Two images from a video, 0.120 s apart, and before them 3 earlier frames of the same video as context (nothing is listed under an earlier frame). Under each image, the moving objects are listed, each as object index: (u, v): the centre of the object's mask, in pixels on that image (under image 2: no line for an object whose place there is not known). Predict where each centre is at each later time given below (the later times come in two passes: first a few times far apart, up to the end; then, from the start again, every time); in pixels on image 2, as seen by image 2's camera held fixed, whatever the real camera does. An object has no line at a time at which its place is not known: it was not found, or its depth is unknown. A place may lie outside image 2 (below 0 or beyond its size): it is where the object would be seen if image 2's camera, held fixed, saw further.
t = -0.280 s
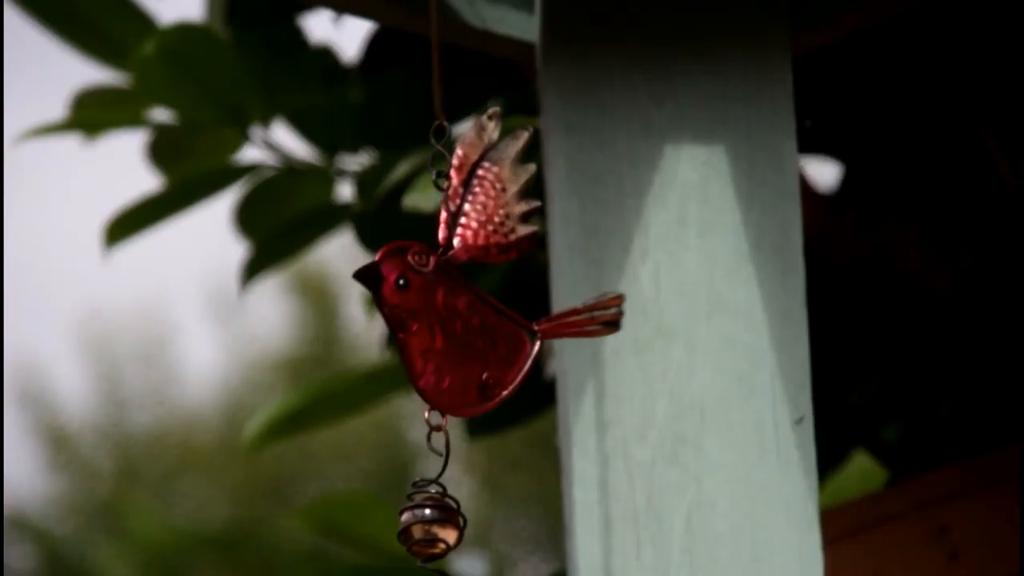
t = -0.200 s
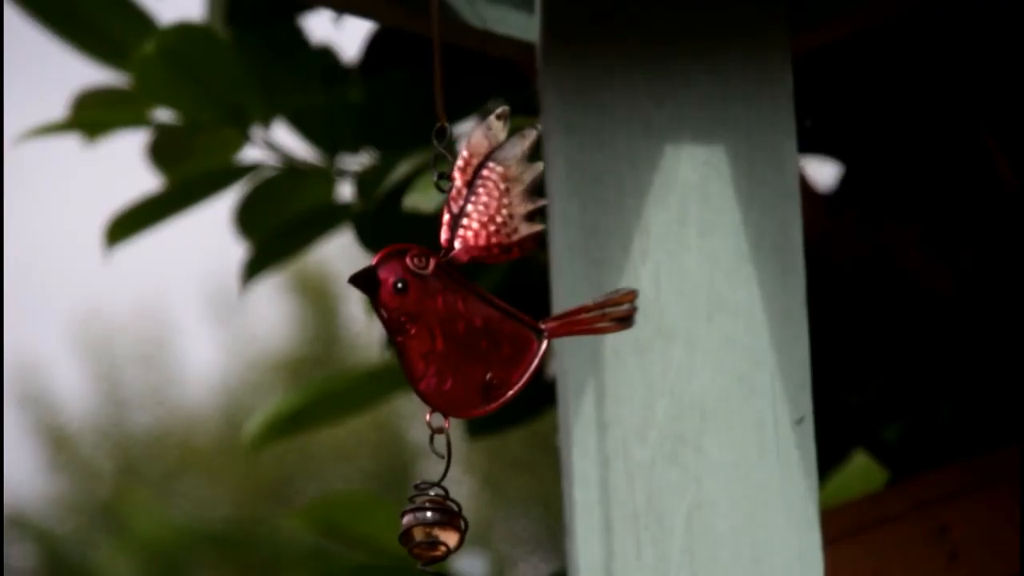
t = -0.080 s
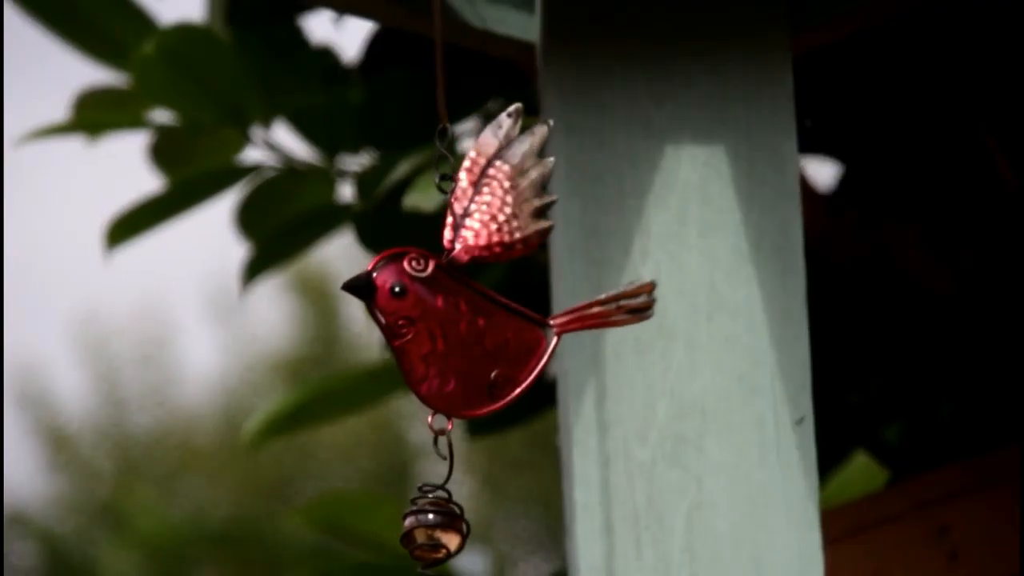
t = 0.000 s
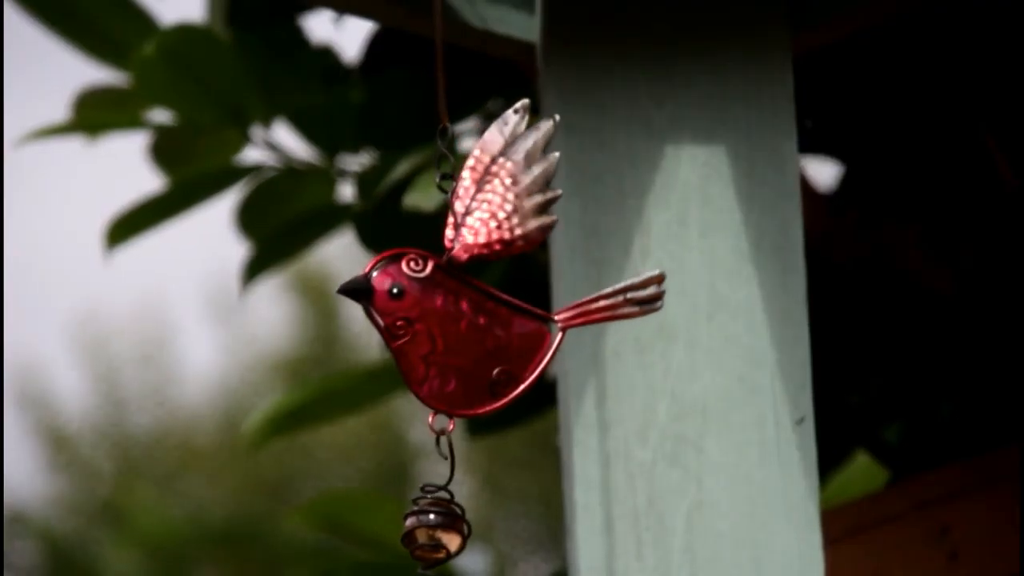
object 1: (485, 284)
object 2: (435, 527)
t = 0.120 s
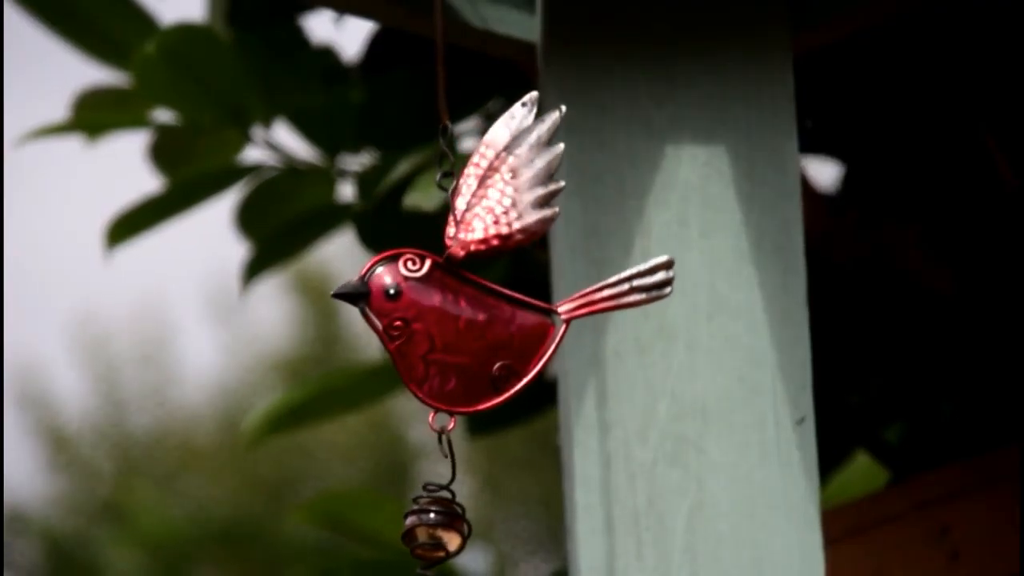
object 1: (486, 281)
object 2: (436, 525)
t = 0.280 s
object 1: (487, 276)
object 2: (435, 524)
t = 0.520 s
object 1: (478, 276)
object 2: (431, 530)
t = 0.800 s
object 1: (467, 277)
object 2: (433, 537)
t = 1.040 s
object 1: (458, 271)
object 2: (444, 533)
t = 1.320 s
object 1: (453, 238)
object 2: (461, 533)
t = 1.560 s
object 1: (444, 226)
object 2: (469, 536)
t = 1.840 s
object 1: (429, 240)
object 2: (465, 532)
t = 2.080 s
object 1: (423, 240)
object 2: (463, 530)
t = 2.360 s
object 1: (424, 247)
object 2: (467, 535)
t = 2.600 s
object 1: (431, 244)
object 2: (474, 534)
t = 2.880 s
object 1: (437, 232)
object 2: (472, 530)
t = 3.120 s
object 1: (440, 216)
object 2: (462, 535)
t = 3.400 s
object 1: (447, 246)
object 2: (449, 536)
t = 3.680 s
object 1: (458, 270)
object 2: (443, 532)
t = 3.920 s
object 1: (477, 275)
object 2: (442, 534)
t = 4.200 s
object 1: (486, 279)
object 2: (437, 532)
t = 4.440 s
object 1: (483, 279)
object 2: (429, 523)
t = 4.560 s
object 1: (478, 279)
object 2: (426, 520)
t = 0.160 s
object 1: (486, 279)
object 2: (435, 525)
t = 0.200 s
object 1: (485, 278)
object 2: (435, 525)
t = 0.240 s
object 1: (488, 277)
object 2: (435, 524)
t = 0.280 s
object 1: (487, 276)
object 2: (435, 524)
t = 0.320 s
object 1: (486, 275)
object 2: (434, 525)
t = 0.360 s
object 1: (484, 275)
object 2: (433, 525)
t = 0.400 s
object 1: (483, 274)
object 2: (433, 526)
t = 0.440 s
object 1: (482, 274)
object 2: (432, 528)
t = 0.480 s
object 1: (480, 275)
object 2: (431, 529)
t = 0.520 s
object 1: (478, 276)
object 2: (431, 530)
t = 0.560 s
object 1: (475, 277)
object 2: (431, 532)
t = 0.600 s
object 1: (475, 277)
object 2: (431, 533)
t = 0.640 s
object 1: (473, 277)
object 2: (431, 534)
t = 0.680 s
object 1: (470, 277)
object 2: (431, 535)
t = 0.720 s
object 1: (470, 277)
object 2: (432, 536)
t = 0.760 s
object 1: (469, 277)
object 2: (433, 536)
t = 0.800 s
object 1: (467, 277)
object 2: (433, 537)
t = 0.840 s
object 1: (466, 277)
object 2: (435, 536)
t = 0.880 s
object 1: (463, 275)
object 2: (436, 536)
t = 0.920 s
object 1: (461, 274)
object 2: (438, 535)
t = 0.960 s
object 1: (461, 273)
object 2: (440, 534)
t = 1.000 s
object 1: (461, 273)
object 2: (442, 533)
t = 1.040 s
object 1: (458, 271)
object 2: (444, 533)
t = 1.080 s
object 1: (452, 250)
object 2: (446, 532)
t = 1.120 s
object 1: (452, 252)
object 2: (449, 532)
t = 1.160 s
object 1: (454, 247)
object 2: (451, 532)
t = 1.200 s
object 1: (455, 245)
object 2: (454, 531)
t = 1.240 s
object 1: (455, 243)
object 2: (456, 532)
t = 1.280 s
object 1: (455, 239)
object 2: (458, 532)
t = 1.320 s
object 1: (453, 238)
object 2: (461, 533)
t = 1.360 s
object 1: (451, 238)
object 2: (463, 534)
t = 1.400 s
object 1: (449, 236)
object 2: (464, 534)
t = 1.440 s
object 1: (448, 232)
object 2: (466, 535)
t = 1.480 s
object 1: (446, 231)
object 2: (467, 536)
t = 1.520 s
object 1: (444, 232)
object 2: (468, 536)
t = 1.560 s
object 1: (444, 226)
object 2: (469, 536)
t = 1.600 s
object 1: (443, 226)
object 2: (469, 536)
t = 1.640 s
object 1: (441, 233)
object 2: (469, 536)
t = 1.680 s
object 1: (439, 238)
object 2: (468, 535)
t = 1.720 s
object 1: (436, 239)
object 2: (468, 535)
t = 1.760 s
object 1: (434, 238)
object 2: (467, 534)
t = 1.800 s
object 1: (431, 240)
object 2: (466, 533)
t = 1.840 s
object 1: (429, 240)
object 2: (465, 532)
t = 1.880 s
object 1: (428, 242)
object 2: (465, 531)
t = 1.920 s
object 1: (426, 242)
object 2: (464, 531)
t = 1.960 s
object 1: (426, 242)
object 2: (464, 530)
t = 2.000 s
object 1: (425, 241)
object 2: (463, 530)
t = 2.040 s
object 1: (424, 240)
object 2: (463, 530)
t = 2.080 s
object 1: (423, 240)
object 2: (463, 530)
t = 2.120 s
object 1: (422, 241)
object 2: (463, 530)
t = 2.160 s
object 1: (422, 241)
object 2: (463, 531)
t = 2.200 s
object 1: (422, 243)
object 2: (464, 532)
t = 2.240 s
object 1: (422, 244)
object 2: (464, 533)
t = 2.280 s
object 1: (423, 245)
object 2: (465, 534)
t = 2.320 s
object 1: (423, 247)
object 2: (466, 535)
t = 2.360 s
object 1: (424, 247)
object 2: (467, 535)
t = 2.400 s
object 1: (425, 247)
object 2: (469, 535)
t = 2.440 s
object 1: (426, 246)
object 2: (470, 536)
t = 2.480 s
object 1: (427, 246)
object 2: (471, 535)
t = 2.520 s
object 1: (428, 246)
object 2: (472, 535)
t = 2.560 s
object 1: (429, 245)
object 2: (473, 534)
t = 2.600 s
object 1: (431, 244)
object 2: (474, 534)
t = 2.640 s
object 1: (432, 242)
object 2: (474, 533)
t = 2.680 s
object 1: (434, 241)
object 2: (474, 532)
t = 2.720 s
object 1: (434, 240)
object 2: (475, 531)
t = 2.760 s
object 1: (435, 238)
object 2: (474, 530)
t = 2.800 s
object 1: (435, 237)
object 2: (474, 530)
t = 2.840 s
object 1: (436, 234)
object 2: (473, 530)
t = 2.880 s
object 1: (437, 232)
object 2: (472, 530)
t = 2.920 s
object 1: (437, 229)
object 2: (471, 530)
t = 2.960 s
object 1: (438, 227)
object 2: (470, 531)
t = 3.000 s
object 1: (439, 226)
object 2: (468, 532)
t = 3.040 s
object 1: (439, 223)
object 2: (466, 533)
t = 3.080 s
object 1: (439, 222)
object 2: (464, 534)
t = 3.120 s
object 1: (440, 216)
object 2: (462, 535)
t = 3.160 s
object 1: (440, 218)
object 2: (460, 536)
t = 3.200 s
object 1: (440, 221)
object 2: (458, 537)
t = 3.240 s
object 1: (441, 227)
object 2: (456, 537)
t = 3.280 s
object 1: (442, 235)
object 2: (454, 537)
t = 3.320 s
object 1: (443, 242)
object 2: (452, 537)
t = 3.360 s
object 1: (445, 244)
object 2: (450, 537)
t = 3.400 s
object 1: (447, 246)
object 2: (449, 536)
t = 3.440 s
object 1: (449, 247)
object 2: (447, 536)
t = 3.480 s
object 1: (451, 250)
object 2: (446, 535)
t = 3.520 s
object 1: (451, 251)
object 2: (445, 534)
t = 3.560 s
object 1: (450, 252)
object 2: (445, 534)
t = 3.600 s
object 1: (452, 252)
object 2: (444, 533)
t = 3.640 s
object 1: (458, 271)
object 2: (444, 532)
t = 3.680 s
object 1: (458, 270)
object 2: (443, 532)
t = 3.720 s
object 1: (462, 270)
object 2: (443, 532)
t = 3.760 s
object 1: (465, 271)
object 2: (443, 532)
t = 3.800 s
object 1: (469, 271)
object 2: (443, 532)
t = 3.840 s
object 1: (471, 272)
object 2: (443, 533)
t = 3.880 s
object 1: (473, 273)
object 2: (442, 533)
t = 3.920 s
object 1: (477, 275)
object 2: (442, 534)
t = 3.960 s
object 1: (479, 275)
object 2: (442, 534)
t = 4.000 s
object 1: (480, 276)
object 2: (442, 534)
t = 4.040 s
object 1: (482, 278)
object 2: (441, 534)
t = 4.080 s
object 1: (483, 279)
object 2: (441, 534)
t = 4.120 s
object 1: (485, 279)
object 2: (439, 534)
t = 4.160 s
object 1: (485, 279)
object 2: (439, 533)
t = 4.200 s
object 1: (486, 279)
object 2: (437, 532)
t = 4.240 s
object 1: (486, 279)
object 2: (436, 531)
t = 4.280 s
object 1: (486, 279)
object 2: (435, 529)
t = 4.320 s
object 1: (485, 278)
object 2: (433, 528)
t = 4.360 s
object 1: (485, 279)
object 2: (432, 526)
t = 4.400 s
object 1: (482, 278)
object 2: (431, 525)
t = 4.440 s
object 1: (483, 279)
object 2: (429, 523)
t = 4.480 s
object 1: (481, 278)
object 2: (428, 522)
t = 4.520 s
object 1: (479, 278)
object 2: (427, 521)
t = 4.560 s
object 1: (478, 279)
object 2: (426, 520)
